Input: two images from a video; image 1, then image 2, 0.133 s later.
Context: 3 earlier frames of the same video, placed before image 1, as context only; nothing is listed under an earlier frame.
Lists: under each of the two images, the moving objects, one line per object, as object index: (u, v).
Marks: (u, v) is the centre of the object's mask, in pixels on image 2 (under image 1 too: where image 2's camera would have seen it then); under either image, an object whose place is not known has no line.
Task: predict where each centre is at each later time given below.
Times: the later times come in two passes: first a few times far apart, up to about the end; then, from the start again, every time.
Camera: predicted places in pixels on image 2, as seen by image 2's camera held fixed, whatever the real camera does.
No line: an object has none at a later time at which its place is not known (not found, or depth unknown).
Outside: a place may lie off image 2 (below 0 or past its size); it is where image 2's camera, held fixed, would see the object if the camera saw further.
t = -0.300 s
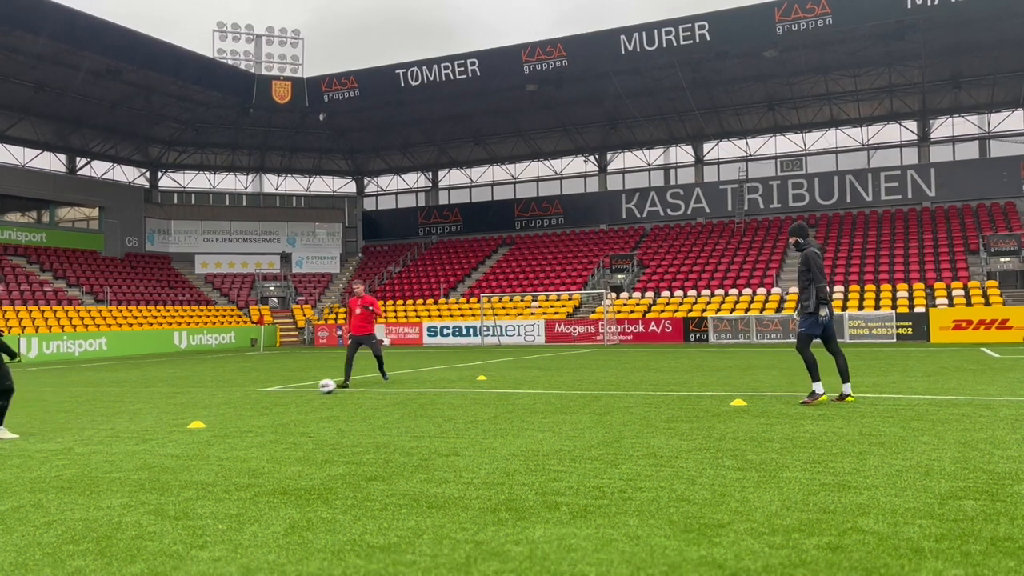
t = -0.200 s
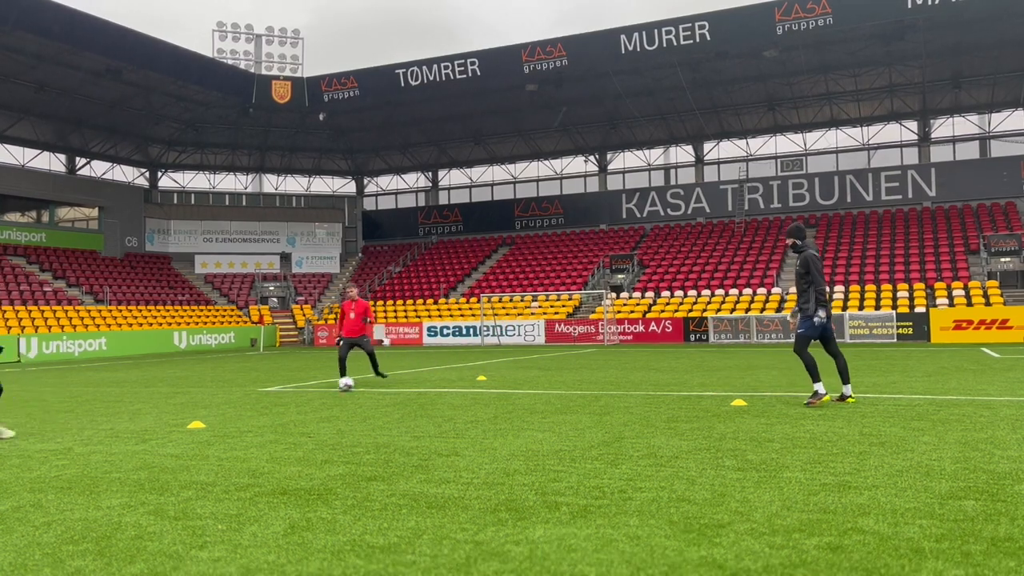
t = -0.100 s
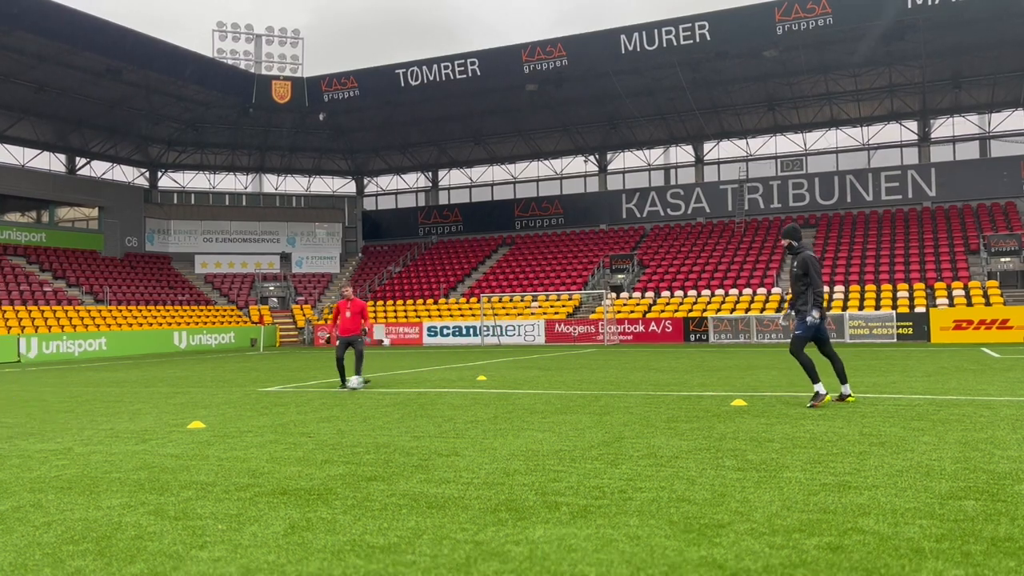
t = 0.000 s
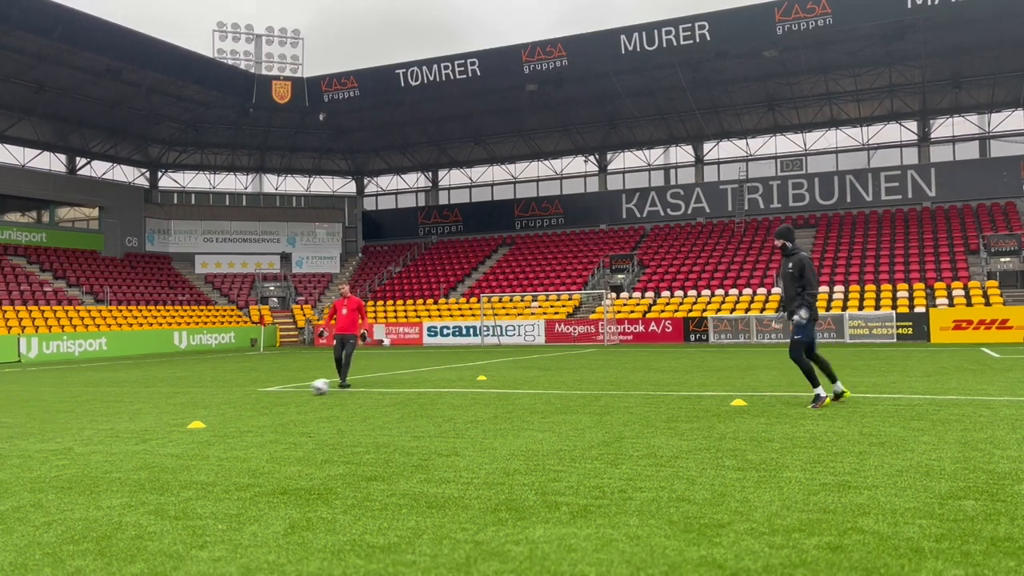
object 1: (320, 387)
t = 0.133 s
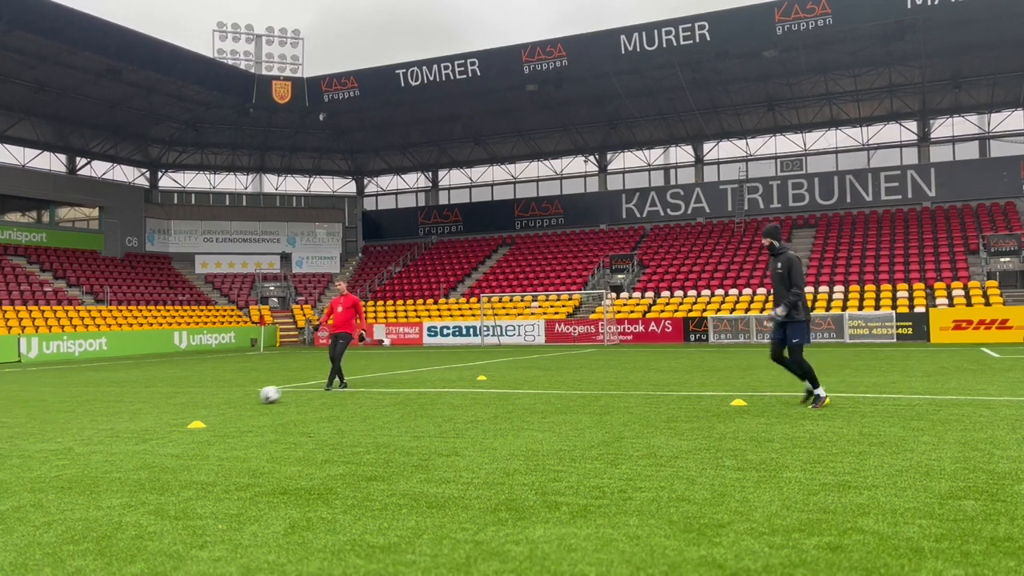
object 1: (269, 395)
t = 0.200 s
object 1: (244, 400)
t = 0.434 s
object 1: (138, 414)
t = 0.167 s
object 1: (256, 397)
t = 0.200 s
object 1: (244, 400)
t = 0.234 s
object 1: (229, 402)
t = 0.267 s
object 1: (215, 404)
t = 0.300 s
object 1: (201, 406)
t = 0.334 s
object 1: (185, 408)
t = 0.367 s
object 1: (170, 410)
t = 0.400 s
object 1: (155, 412)
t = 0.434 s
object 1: (138, 414)
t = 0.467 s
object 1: (122, 417)
